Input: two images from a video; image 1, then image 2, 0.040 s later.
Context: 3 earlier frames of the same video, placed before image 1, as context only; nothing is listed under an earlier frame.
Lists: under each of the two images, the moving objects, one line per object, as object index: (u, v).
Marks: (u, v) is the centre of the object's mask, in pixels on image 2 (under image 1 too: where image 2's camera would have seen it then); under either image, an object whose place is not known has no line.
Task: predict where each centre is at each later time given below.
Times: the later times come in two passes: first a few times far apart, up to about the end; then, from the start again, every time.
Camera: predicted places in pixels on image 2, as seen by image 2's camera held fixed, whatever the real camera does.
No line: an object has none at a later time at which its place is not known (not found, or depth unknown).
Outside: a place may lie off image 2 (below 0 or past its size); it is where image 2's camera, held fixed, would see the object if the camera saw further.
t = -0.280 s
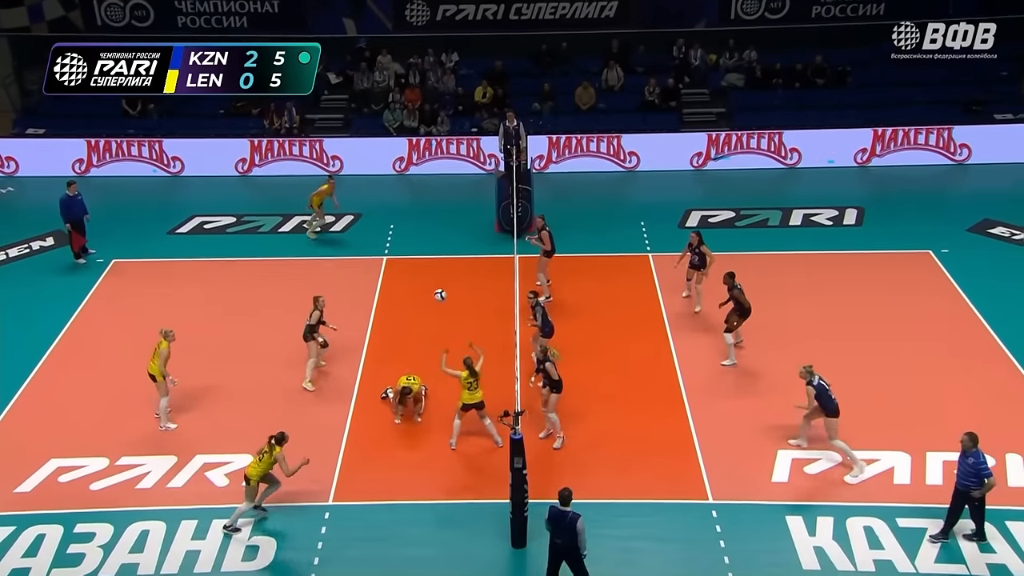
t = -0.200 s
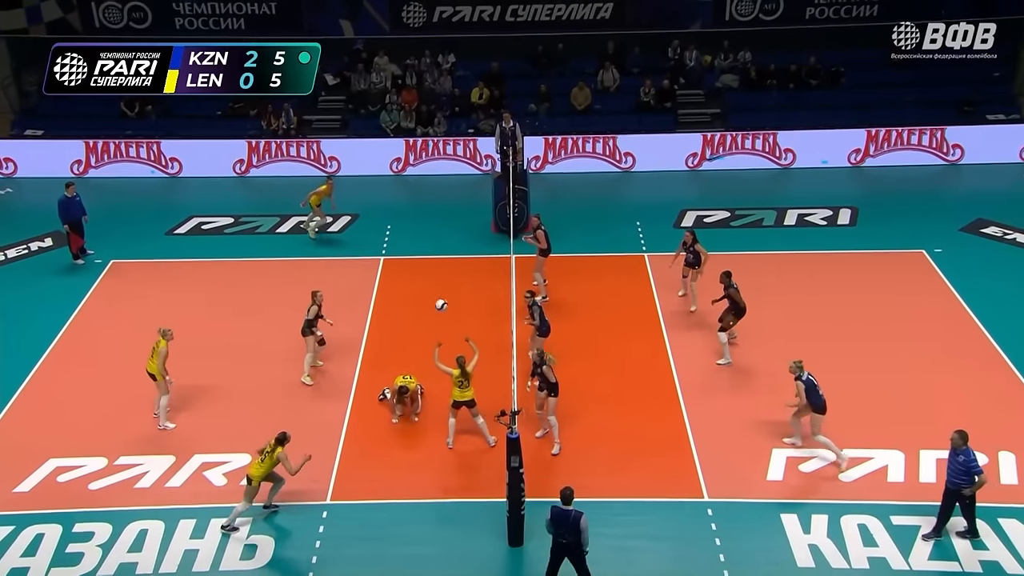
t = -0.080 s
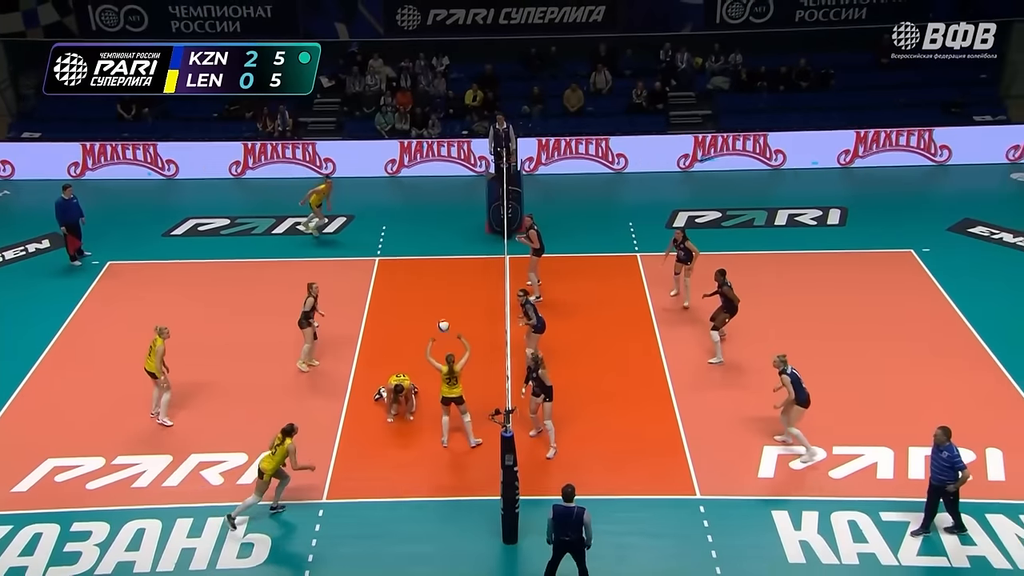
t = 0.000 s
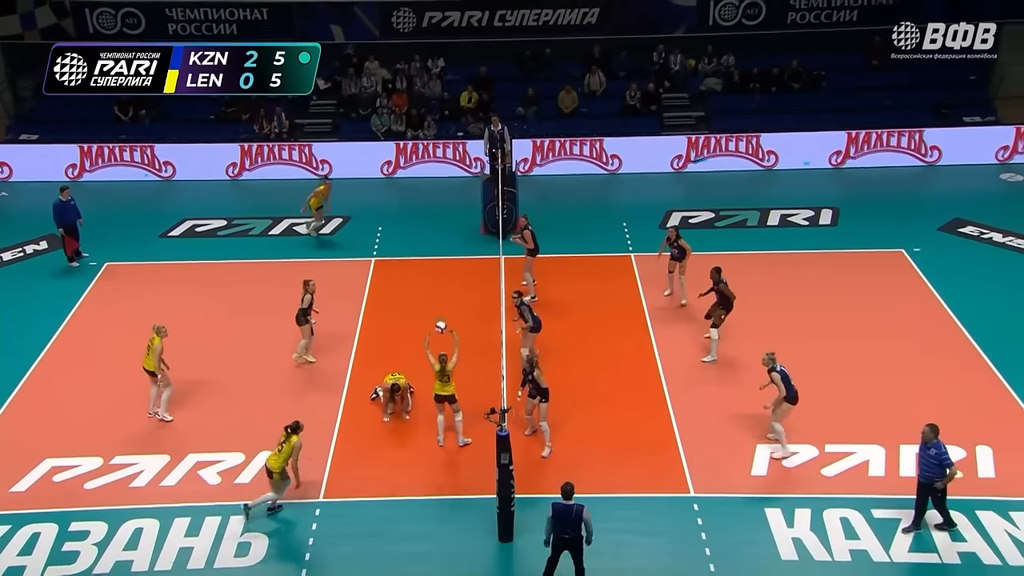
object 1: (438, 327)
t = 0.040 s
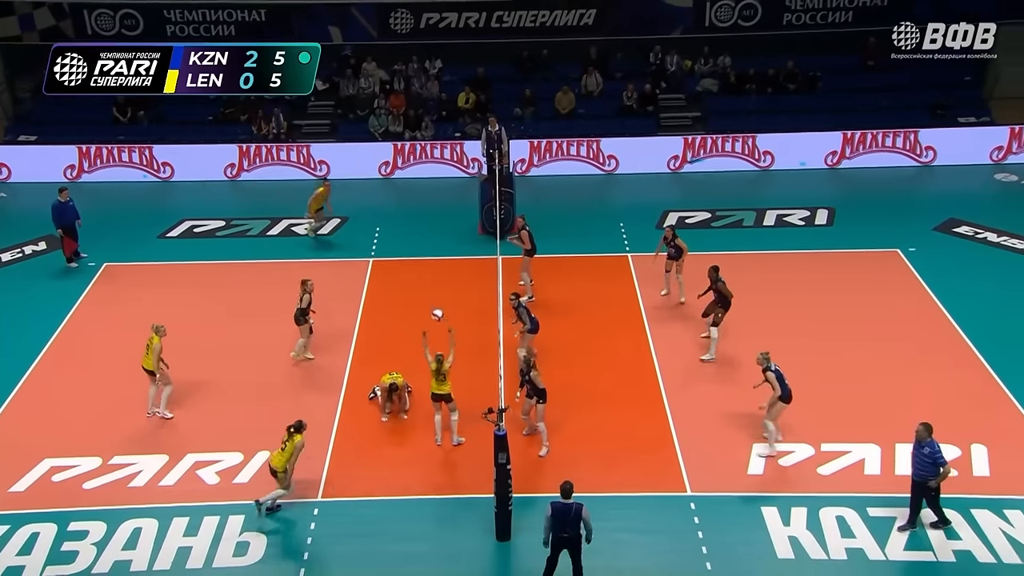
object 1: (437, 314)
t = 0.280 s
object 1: (430, 257)
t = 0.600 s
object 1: (425, 227)
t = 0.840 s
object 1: (422, 242)
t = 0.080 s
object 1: (436, 303)
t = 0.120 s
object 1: (435, 292)
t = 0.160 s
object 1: (434, 282)
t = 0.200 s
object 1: (432, 273)
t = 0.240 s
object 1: (431, 264)
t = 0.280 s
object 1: (430, 257)
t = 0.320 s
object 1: (430, 250)
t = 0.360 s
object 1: (429, 245)
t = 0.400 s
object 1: (428, 239)
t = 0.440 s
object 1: (427, 235)
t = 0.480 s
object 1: (426, 232)
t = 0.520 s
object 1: (426, 229)
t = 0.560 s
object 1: (425, 228)
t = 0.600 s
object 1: (425, 227)
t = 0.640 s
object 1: (424, 228)
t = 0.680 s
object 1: (423, 229)
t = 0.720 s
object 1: (423, 231)
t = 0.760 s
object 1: (423, 233)
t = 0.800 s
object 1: (423, 237)
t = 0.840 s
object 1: (422, 242)
